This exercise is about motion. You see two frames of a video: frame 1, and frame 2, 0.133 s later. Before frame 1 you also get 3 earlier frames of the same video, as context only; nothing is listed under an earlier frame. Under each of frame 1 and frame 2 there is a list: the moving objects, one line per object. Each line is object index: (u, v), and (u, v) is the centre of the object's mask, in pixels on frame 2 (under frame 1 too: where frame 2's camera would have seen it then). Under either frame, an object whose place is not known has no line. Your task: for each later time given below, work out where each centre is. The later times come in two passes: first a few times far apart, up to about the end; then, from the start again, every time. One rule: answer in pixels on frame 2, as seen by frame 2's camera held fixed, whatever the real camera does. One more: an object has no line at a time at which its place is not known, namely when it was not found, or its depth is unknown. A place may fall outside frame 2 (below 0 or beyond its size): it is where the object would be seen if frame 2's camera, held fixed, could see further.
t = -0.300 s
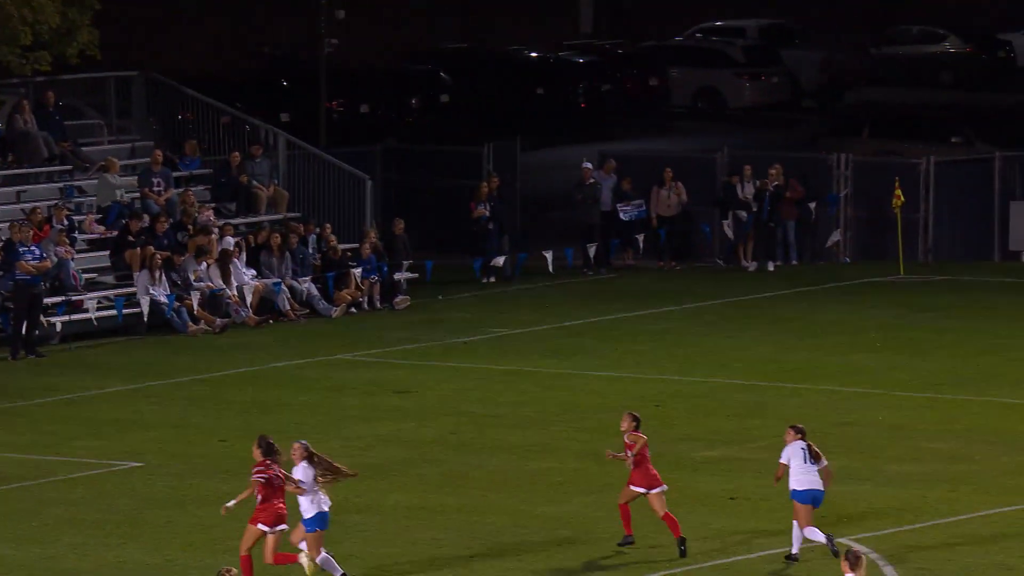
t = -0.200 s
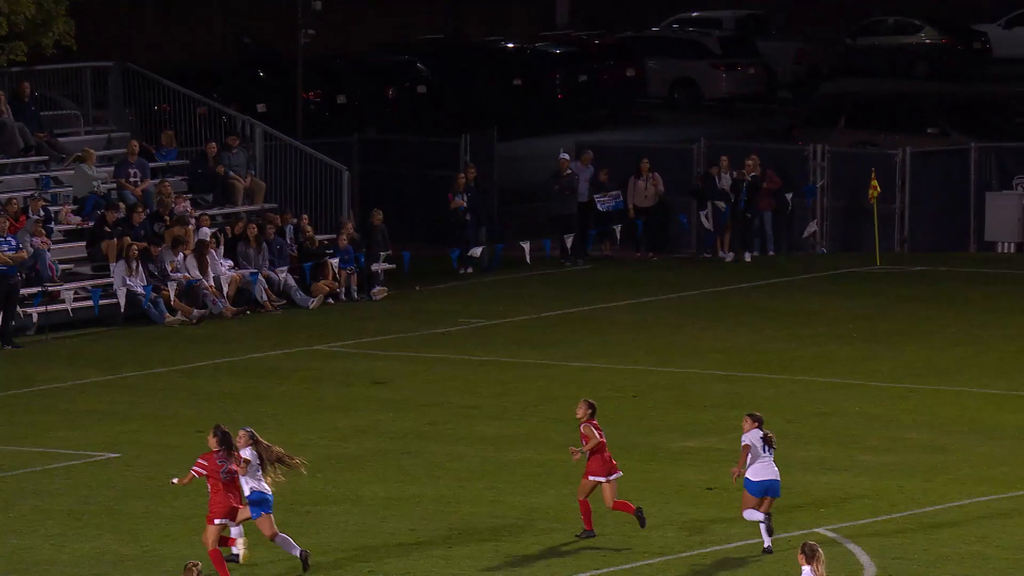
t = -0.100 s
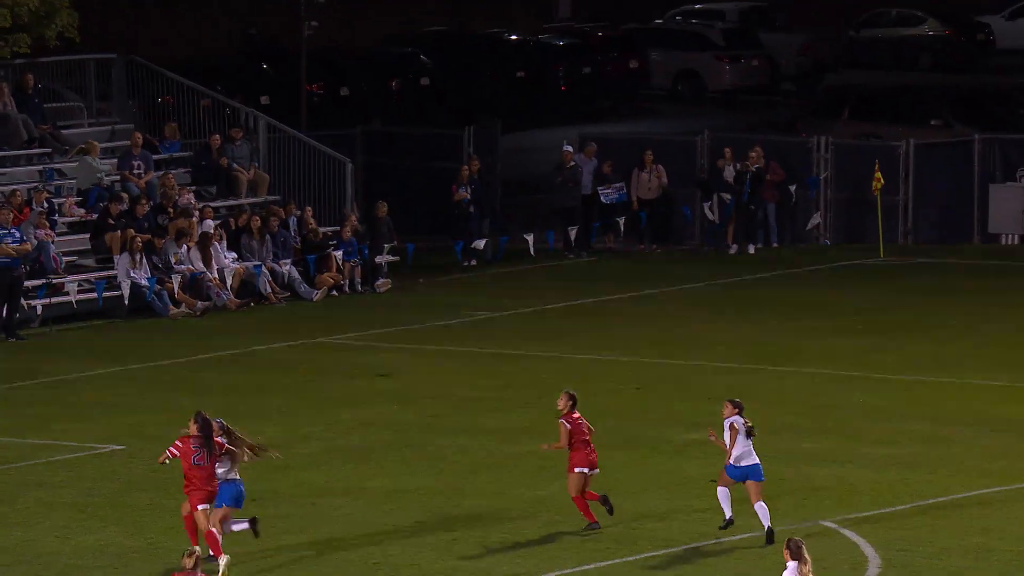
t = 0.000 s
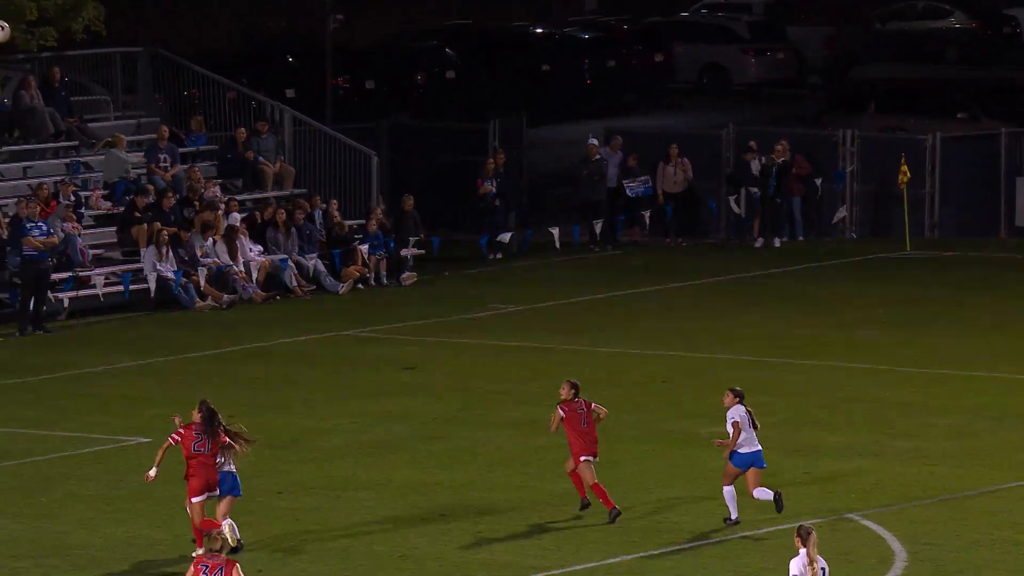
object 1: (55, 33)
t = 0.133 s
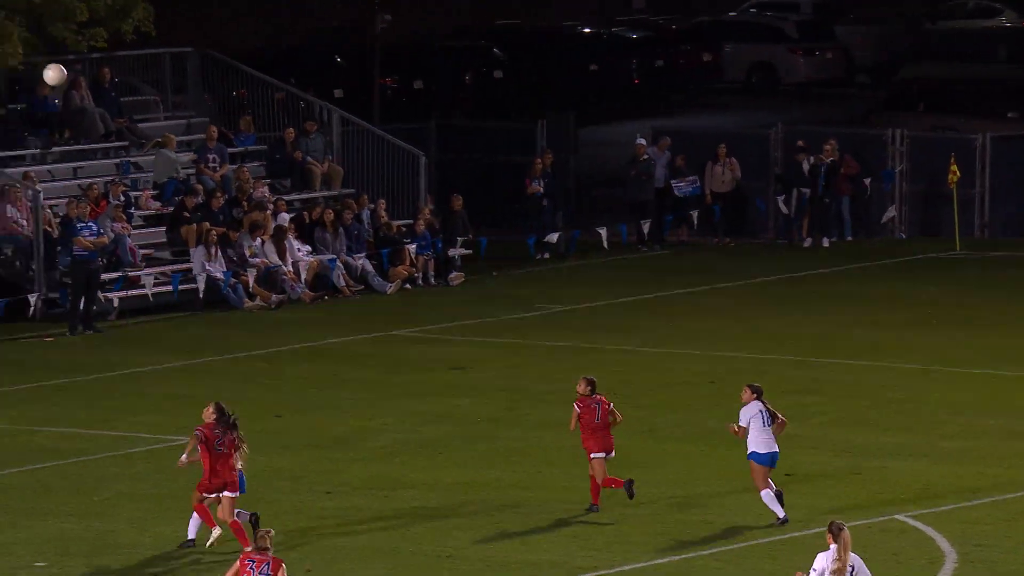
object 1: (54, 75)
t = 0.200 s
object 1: (57, 98)
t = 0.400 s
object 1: (64, 175)
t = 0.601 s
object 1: (71, 260)
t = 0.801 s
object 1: (75, 335)
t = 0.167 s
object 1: (56, 85)
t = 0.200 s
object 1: (57, 98)
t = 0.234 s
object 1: (58, 109)
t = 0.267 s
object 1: (60, 123)
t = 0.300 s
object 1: (61, 135)
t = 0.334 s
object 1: (63, 150)
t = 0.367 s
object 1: (63, 162)
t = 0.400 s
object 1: (64, 175)
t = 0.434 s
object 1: (66, 191)
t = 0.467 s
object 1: (67, 204)
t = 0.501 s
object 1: (68, 218)
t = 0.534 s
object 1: (69, 232)
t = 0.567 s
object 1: (70, 247)
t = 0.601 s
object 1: (71, 260)
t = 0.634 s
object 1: (72, 272)
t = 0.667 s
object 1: (73, 285)
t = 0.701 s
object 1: (73, 298)
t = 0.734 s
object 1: (74, 311)
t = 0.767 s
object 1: (75, 324)
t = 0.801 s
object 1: (75, 335)
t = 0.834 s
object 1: (76, 348)
